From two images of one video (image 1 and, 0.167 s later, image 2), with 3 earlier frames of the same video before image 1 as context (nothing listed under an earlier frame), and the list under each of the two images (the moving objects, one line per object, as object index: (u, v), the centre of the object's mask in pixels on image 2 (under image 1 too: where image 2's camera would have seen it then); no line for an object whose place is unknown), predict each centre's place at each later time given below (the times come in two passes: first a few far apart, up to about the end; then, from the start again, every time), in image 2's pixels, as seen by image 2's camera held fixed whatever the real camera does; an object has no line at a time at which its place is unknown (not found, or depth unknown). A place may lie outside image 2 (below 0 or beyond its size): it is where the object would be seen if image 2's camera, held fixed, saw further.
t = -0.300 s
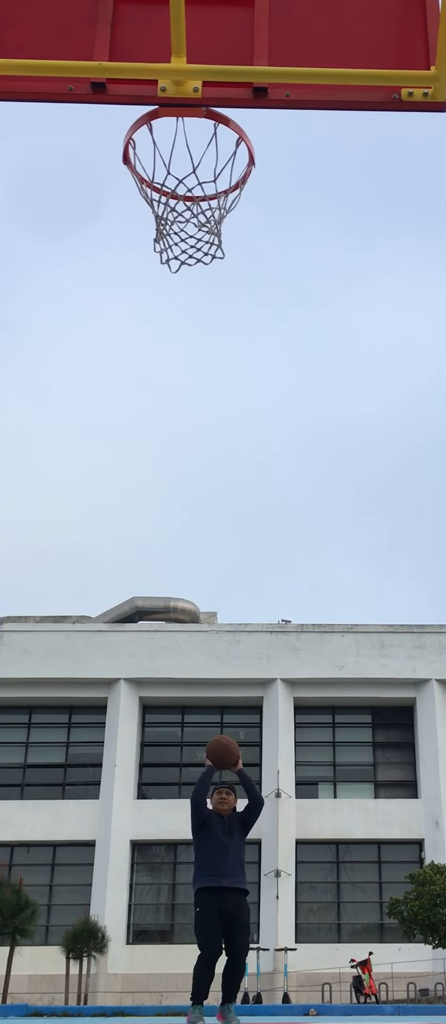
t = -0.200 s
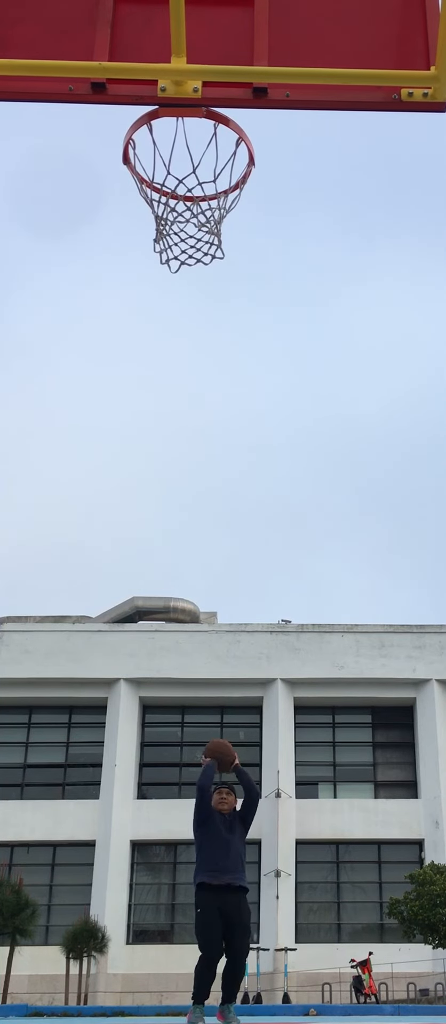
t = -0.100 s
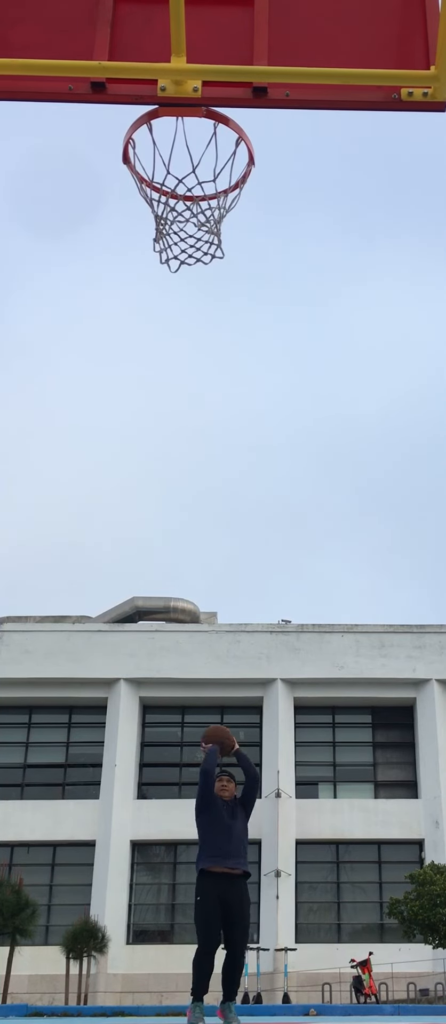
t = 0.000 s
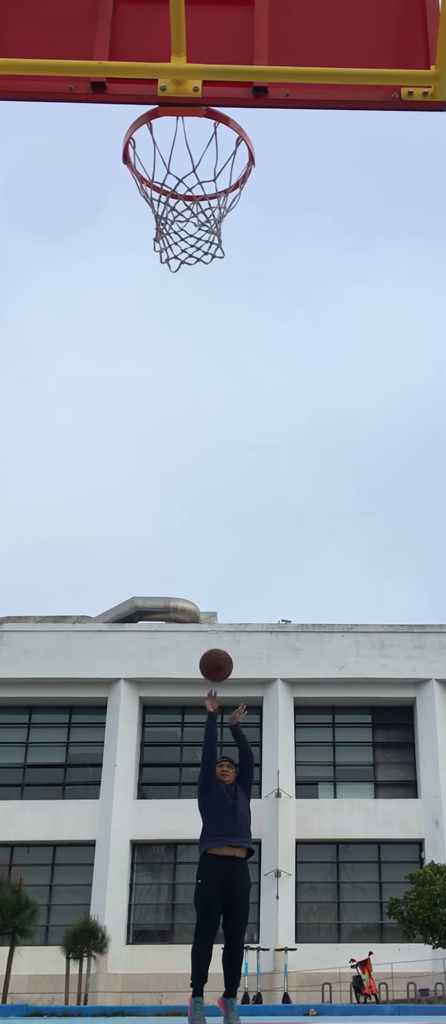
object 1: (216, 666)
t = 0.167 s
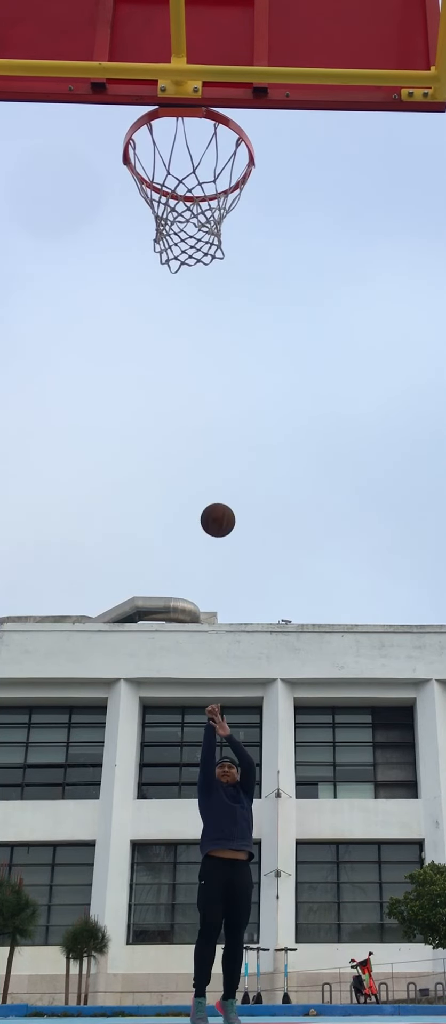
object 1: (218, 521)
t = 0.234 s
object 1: (218, 470)
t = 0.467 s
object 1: (217, 325)
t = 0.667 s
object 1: (213, 237)
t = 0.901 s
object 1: (206, 184)
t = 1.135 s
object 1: (217, 154)
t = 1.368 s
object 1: (244, 148)
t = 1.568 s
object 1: (264, 211)
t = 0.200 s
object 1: (218, 495)
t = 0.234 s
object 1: (218, 470)
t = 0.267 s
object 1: (218, 446)
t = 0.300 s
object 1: (218, 424)
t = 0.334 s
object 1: (218, 402)
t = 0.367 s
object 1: (218, 381)
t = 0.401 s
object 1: (217, 361)
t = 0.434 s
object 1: (217, 343)
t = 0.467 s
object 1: (217, 325)
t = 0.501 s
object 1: (216, 307)
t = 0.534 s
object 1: (216, 291)
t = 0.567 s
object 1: (215, 276)
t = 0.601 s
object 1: (215, 262)
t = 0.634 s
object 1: (223, 253)
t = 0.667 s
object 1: (213, 237)
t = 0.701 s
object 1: (212, 227)
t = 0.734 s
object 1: (212, 217)
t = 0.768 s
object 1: (211, 207)
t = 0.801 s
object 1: (211, 199)
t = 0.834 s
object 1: (209, 193)
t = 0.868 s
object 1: (208, 189)
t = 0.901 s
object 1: (206, 184)
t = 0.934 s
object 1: (205, 183)
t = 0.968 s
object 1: (203, 183)
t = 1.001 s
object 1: (202, 186)
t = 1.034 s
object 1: (203, 184)
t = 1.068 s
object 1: (208, 171)
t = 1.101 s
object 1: (213, 161)
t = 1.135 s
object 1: (217, 154)
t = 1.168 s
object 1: (219, 149)
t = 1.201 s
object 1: (222, 147)
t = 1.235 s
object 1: (228, 142)
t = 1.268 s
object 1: (233, 141)
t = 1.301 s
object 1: (237, 141)
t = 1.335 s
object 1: (240, 144)
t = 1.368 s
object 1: (244, 148)
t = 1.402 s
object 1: (248, 154)
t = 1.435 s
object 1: (255, 162)
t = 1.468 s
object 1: (256, 172)
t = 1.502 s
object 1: (262, 186)
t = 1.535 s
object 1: (263, 197)
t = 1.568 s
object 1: (264, 211)
